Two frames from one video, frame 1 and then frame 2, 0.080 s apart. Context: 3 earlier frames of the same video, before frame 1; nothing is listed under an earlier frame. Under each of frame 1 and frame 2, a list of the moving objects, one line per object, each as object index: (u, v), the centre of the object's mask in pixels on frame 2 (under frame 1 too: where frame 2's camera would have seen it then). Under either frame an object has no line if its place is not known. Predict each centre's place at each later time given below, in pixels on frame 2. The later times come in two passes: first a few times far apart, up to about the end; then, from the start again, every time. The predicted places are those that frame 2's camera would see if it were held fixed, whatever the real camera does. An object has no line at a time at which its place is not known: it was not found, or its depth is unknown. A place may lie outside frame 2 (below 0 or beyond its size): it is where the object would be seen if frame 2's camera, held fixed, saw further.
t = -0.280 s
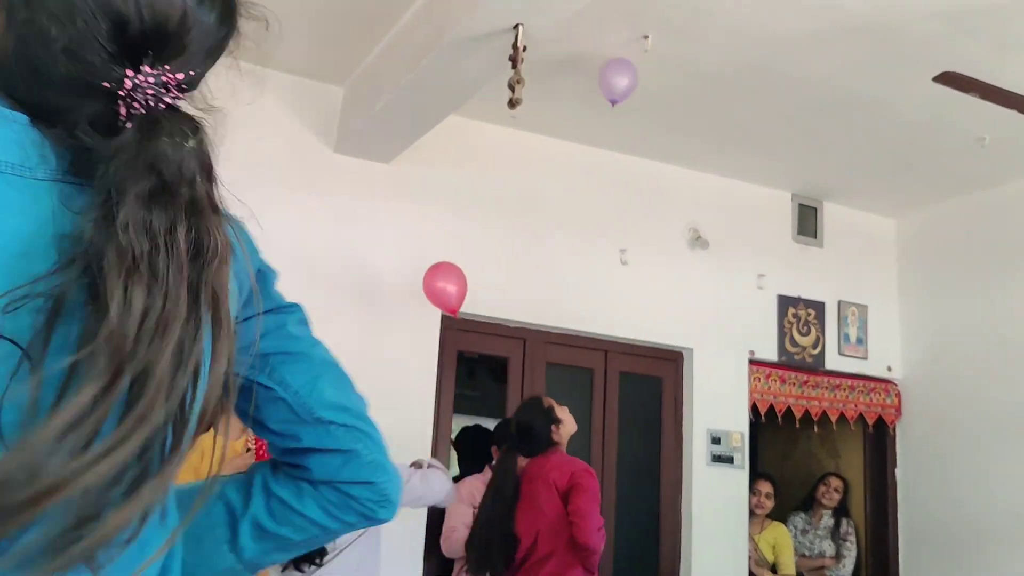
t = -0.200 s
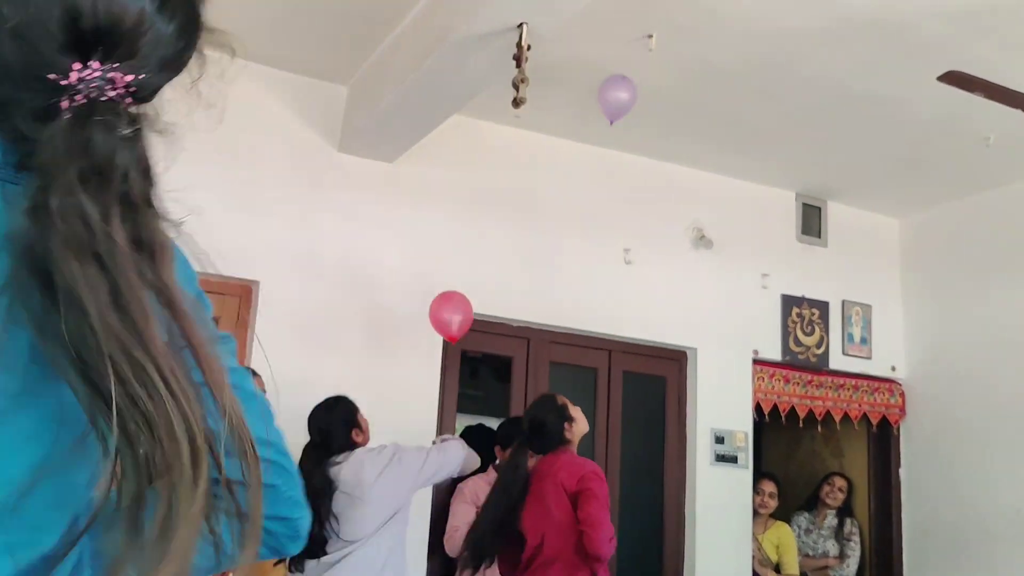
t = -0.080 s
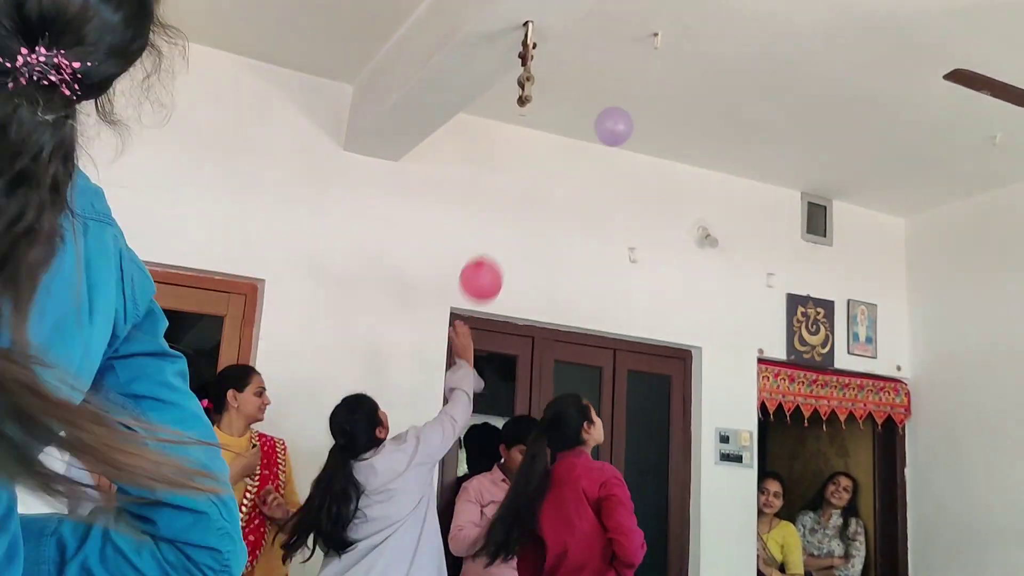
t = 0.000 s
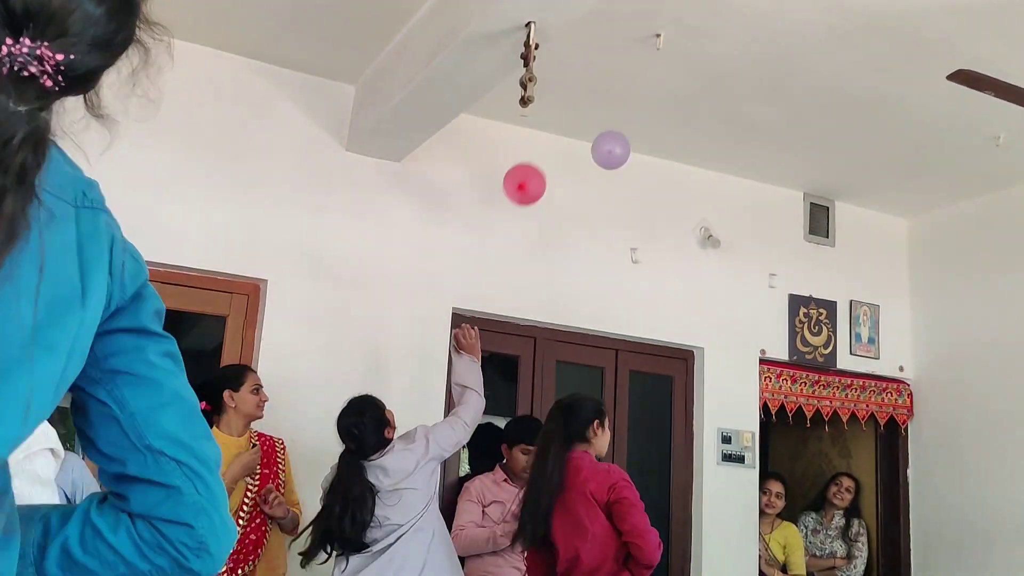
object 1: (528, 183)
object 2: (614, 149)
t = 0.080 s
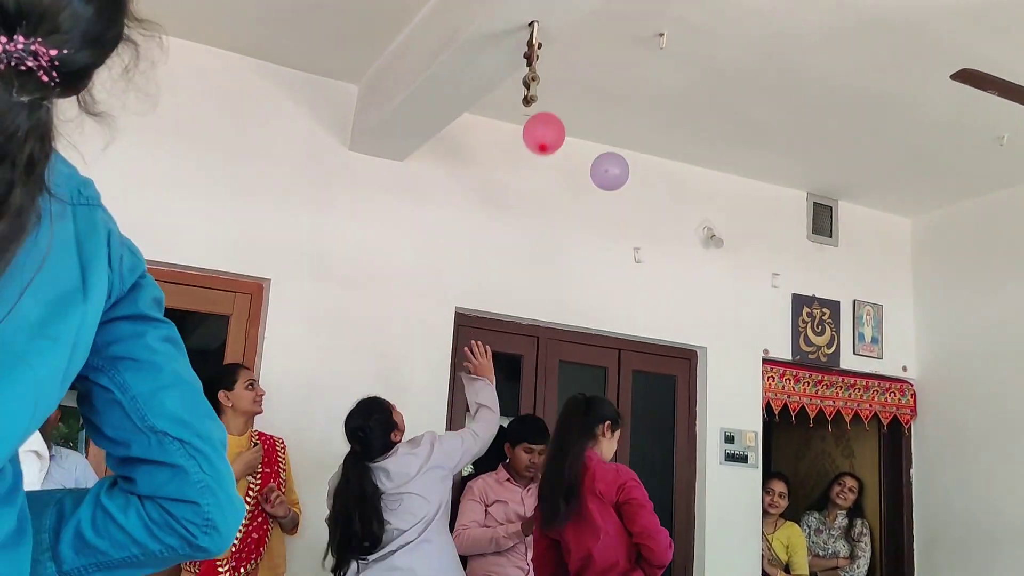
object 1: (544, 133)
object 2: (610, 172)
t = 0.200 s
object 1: (549, 92)
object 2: (601, 204)
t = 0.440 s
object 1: (533, 160)
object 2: (581, 271)
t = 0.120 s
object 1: (546, 116)
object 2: (607, 182)
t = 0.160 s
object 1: (548, 103)
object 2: (604, 193)
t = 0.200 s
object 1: (549, 92)
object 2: (601, 204)
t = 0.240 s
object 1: (547, 96)
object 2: (598, 215)
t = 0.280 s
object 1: (541, 110)
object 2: (595, 226)
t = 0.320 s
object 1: (537, 122)
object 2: (591, 237)
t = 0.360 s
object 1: (536, 135)
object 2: (588, 248)
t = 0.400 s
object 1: (534, 147)
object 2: (584, 259)
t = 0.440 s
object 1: (533, 160)
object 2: (581, 271)
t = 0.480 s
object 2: (578, 284)
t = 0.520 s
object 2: (575, 296)
